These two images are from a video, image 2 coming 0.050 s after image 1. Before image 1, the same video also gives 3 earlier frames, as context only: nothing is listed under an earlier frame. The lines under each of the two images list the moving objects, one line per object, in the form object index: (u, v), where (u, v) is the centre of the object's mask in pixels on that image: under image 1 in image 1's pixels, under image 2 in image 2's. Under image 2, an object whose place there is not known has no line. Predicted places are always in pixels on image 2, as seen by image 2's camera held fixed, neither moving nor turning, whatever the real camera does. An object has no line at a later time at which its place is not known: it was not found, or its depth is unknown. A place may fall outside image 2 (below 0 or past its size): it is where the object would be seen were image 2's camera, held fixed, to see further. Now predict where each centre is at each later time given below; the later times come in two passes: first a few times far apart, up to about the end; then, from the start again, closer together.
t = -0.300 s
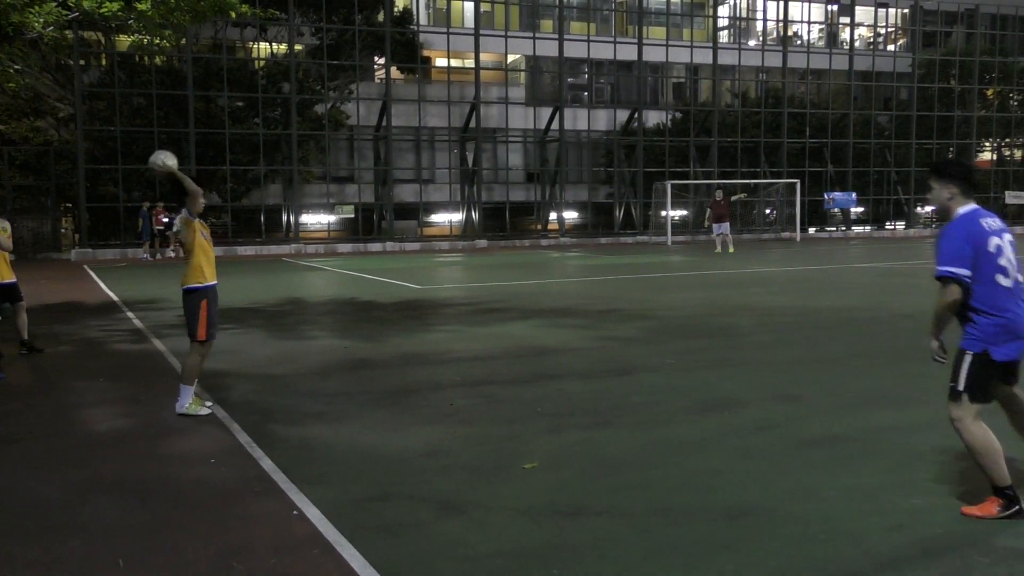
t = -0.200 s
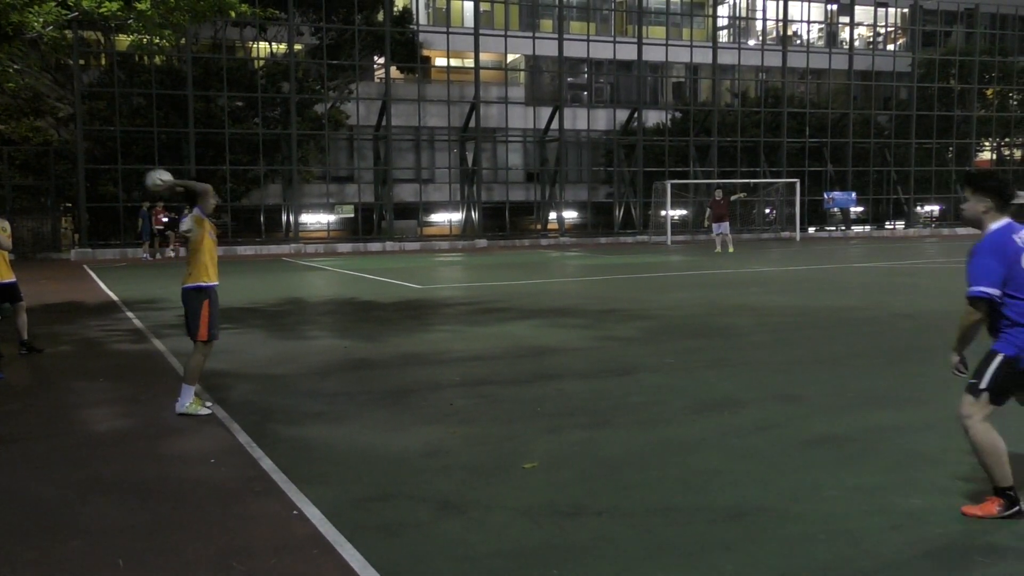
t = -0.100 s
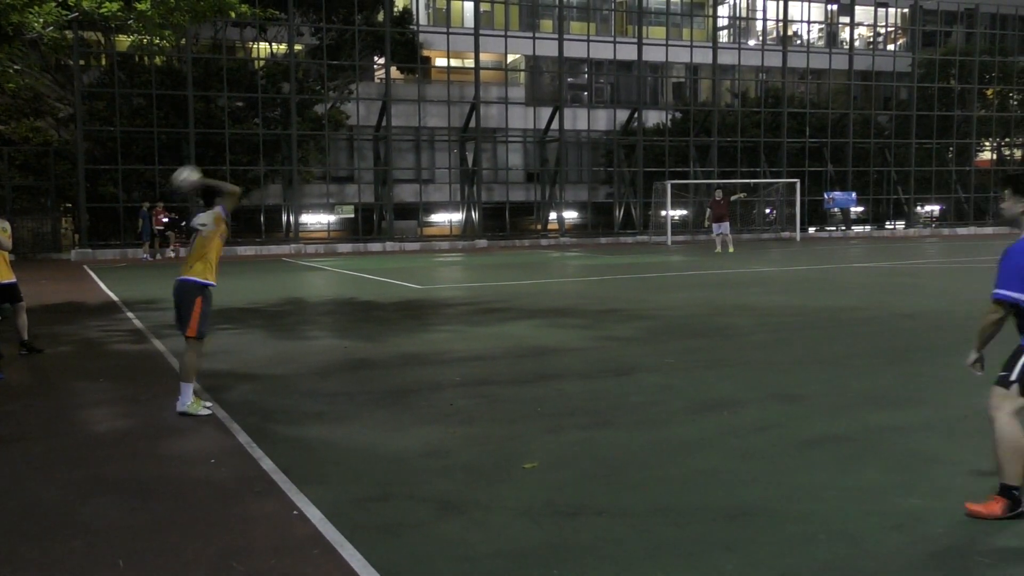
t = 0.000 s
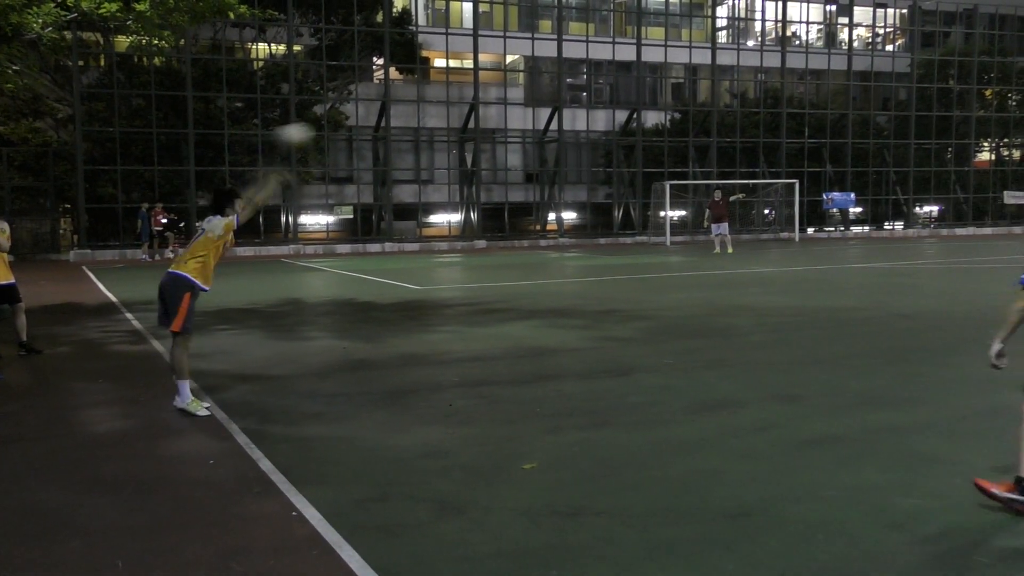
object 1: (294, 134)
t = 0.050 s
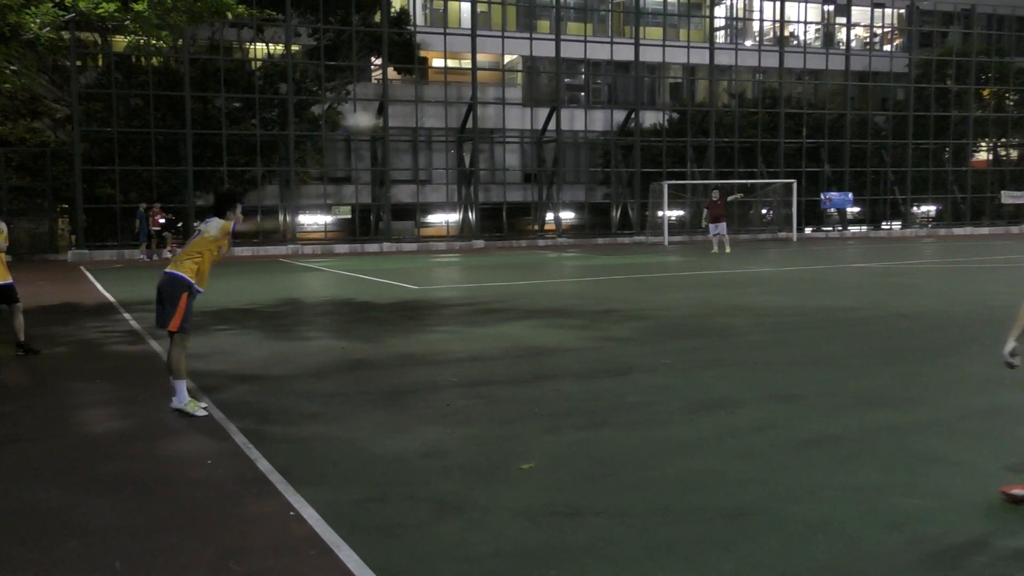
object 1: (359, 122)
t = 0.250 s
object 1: (594, 112)
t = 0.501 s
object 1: (818, 154)
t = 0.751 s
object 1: (995, 236)
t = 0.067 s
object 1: (384, 118)
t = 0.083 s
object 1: (405, 116)
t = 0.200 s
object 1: (541, 111)
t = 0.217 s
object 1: (560, 111)
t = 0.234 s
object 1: (577, 111)
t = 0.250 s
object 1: (594, 112)
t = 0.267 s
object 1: (612, 113)
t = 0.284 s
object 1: (628, 115)
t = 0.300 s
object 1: (647, 117)
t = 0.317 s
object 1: (655, 118)
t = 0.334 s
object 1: (674, 120)
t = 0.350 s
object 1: (690, 122)
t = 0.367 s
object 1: (705, 125)
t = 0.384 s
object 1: (720, 128)
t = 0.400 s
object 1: (735, 131)
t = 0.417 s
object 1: (750, 135)
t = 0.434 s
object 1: (764, 138)
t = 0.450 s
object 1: (778, 142)
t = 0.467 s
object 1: (791, 145)
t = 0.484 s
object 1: (805, 150)
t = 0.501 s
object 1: (818, 154)
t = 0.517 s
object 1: (831, 158)
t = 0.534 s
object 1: (844, 163)
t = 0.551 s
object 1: (857, 167)
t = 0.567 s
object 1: (869, 172)
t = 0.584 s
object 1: (881, 177)
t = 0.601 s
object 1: (894, 183)
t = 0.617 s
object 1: (906, 188)
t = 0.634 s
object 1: (918, 194)
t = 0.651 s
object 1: (929, 199)
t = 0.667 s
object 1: (940, 205)
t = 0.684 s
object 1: (951, 211)
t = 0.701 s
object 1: (963, 217)
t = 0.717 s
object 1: (974, 223)
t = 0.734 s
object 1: (984, 228)
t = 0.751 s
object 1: (995, 236)
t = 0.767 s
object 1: (1006, 242)
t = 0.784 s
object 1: (1015, 249)
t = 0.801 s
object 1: (1026, 256)
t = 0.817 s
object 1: (1035, 262)
